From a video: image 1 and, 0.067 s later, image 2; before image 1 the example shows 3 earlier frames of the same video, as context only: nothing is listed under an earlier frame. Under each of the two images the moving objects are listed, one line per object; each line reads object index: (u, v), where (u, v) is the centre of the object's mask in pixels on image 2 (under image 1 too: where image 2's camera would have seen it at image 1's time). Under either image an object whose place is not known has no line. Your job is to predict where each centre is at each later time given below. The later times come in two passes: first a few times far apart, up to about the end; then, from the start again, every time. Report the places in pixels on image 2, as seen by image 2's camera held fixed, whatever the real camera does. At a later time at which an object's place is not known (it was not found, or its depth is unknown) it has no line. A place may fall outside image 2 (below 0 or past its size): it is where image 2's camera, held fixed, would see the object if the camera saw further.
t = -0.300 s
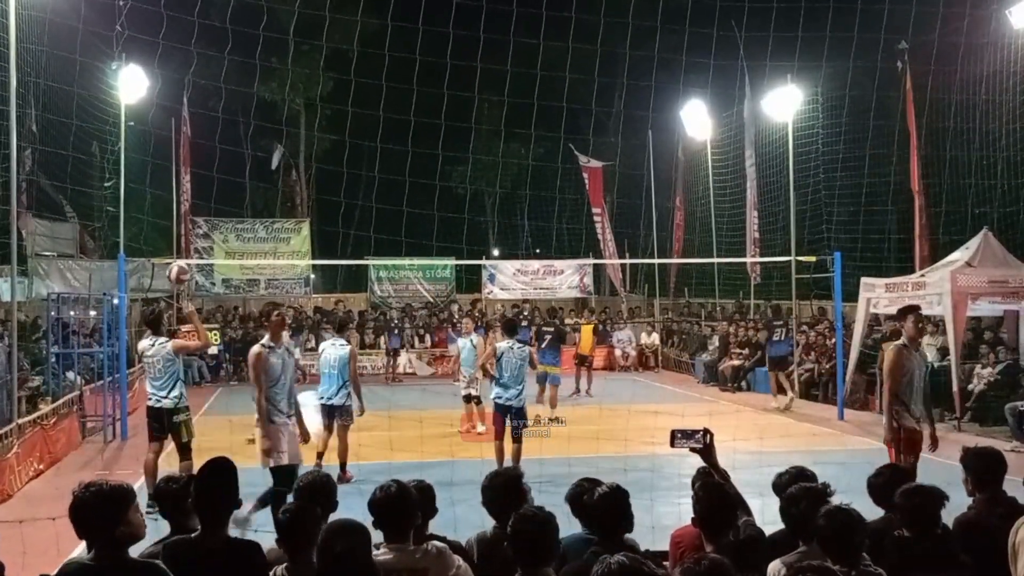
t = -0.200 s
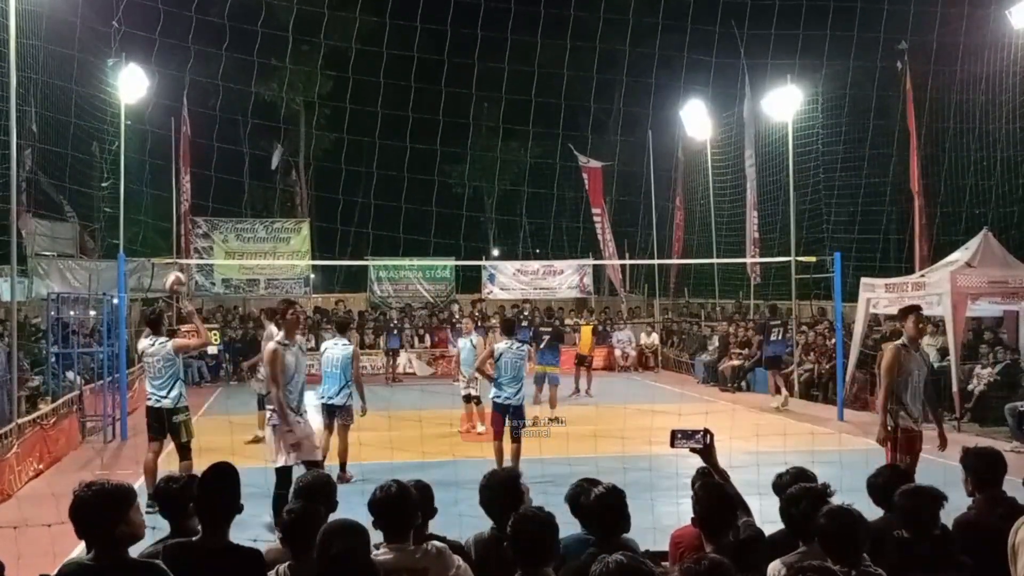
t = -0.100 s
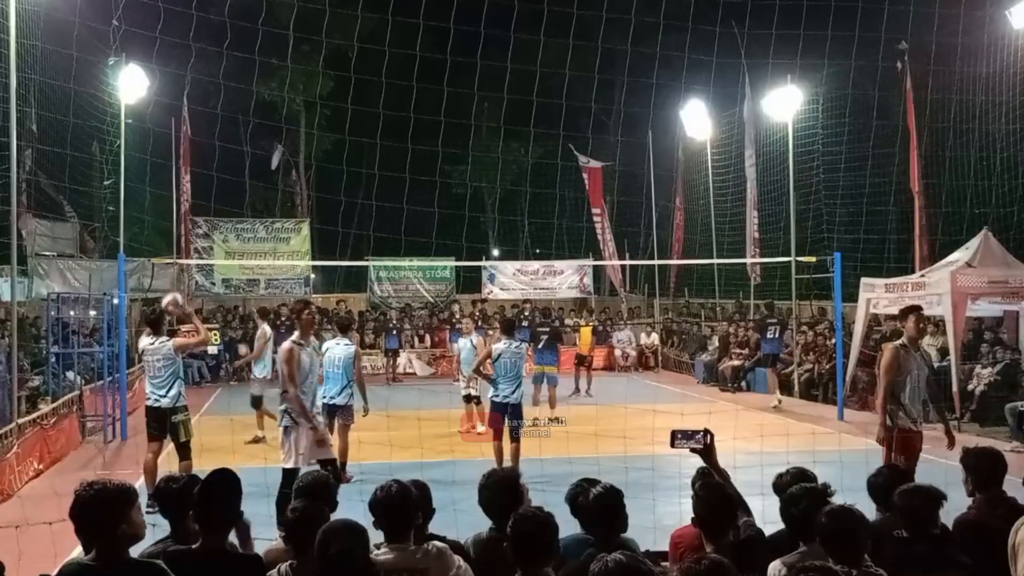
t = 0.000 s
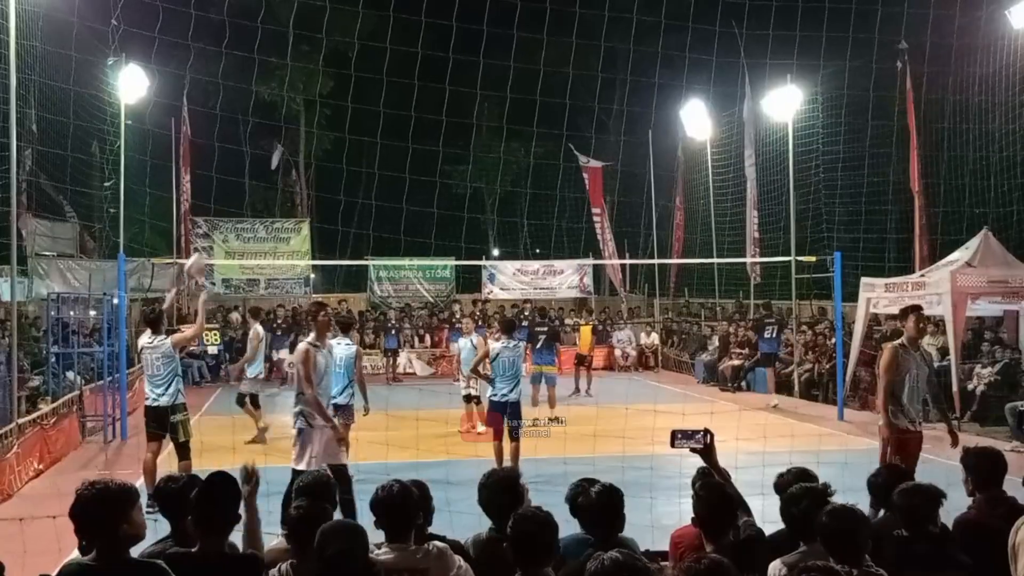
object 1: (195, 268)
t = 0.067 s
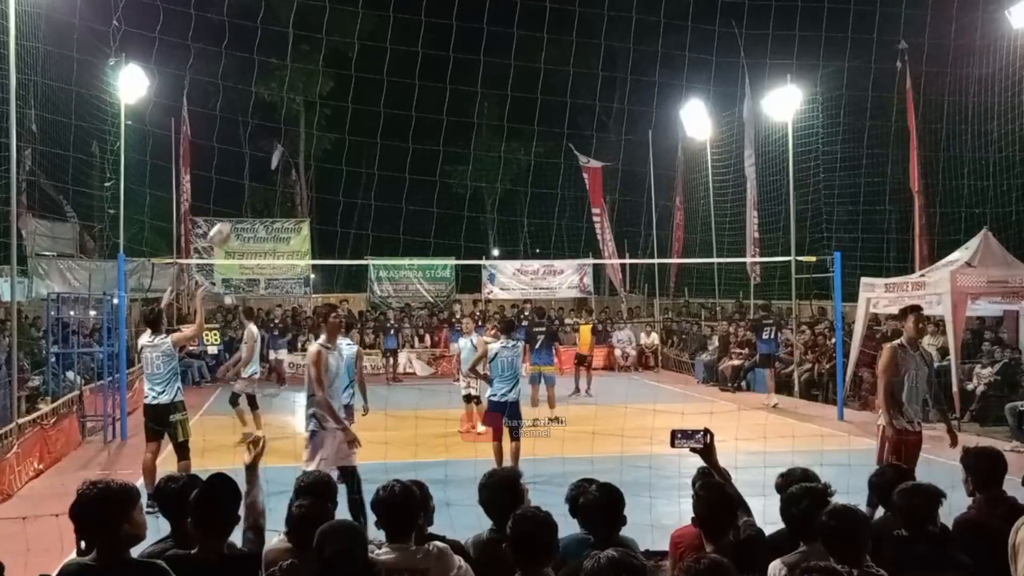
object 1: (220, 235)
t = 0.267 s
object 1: (281, 179)
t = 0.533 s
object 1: (351, 173)
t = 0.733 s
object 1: (394, 207)
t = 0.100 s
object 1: (231, 220)
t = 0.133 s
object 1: (242, 210)
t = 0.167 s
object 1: (253, 200)
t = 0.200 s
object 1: (263, 191)
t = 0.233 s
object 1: (272, 184)
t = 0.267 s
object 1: (281, 179)
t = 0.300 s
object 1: (291, 174)
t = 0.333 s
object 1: (301, 170)
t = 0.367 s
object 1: (309, 169)
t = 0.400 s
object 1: (318, 167)
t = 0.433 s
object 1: (326, 167)
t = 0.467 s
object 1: (335, 168)
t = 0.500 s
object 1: (343, 170)
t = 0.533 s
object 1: (351, 173)
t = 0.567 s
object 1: (358, 176)
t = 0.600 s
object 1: (366, 181)
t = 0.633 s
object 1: (373, 186)
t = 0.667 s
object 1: (380, 192)
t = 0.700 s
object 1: (387, 199)
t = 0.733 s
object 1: (394, 207)
